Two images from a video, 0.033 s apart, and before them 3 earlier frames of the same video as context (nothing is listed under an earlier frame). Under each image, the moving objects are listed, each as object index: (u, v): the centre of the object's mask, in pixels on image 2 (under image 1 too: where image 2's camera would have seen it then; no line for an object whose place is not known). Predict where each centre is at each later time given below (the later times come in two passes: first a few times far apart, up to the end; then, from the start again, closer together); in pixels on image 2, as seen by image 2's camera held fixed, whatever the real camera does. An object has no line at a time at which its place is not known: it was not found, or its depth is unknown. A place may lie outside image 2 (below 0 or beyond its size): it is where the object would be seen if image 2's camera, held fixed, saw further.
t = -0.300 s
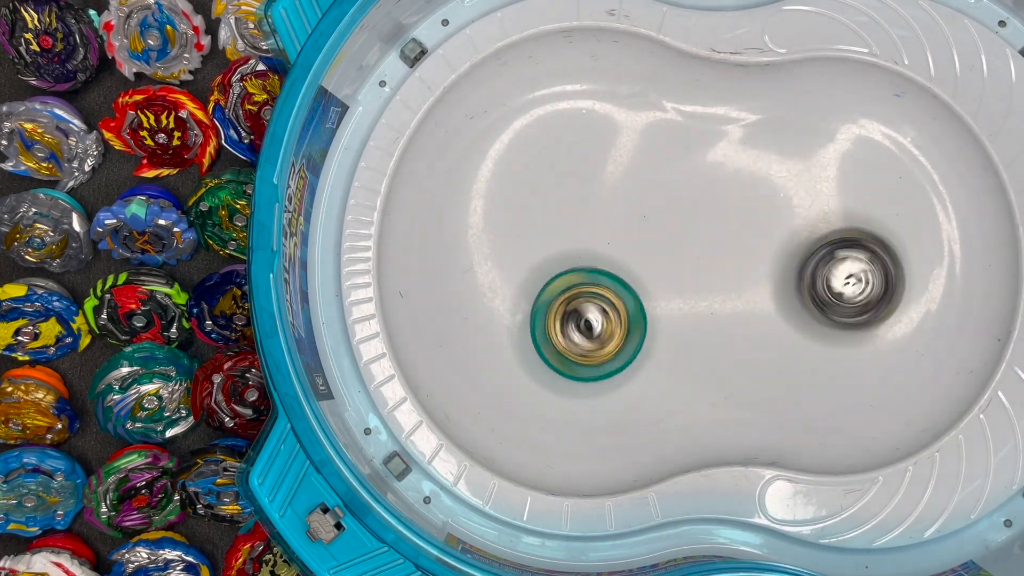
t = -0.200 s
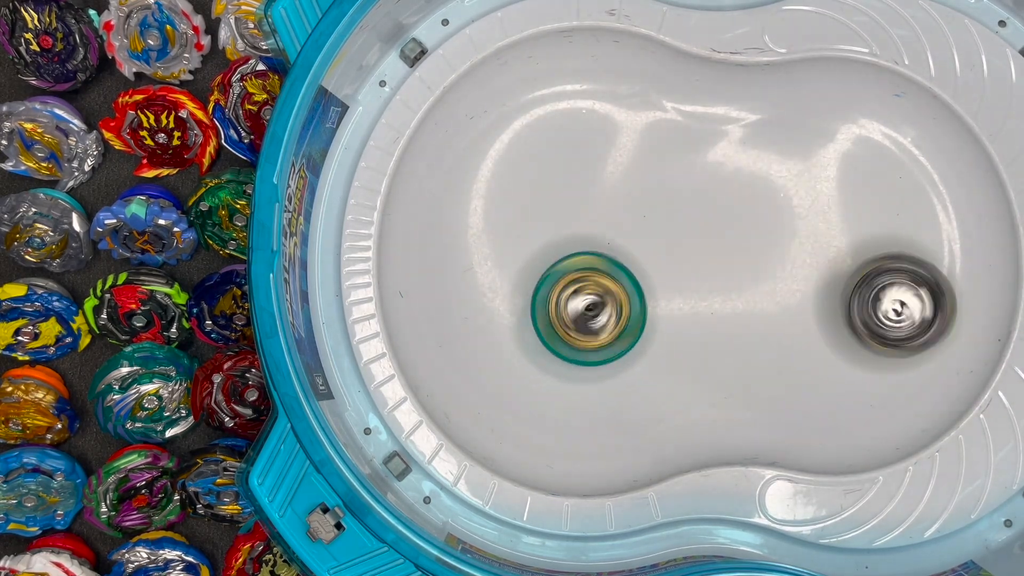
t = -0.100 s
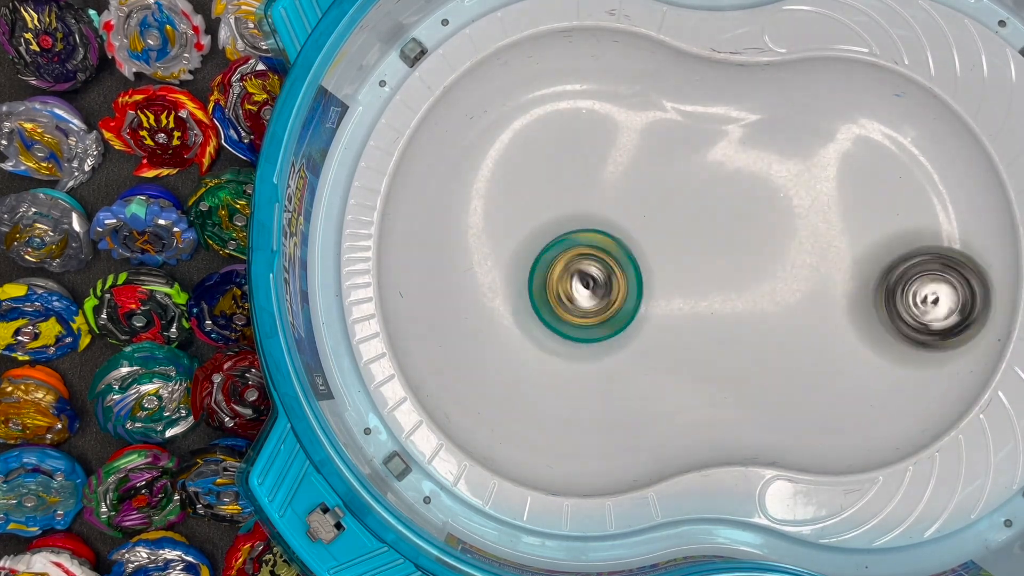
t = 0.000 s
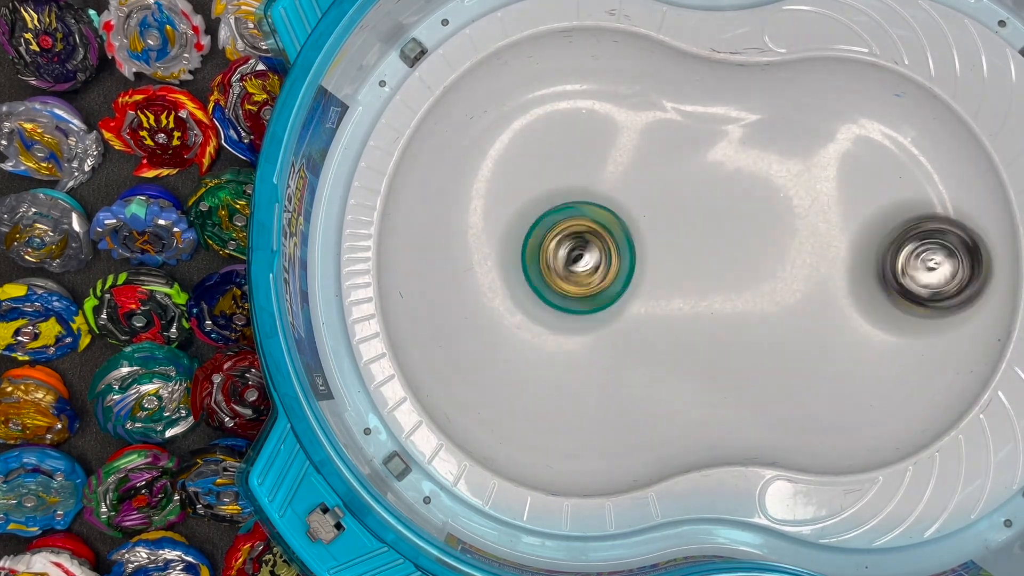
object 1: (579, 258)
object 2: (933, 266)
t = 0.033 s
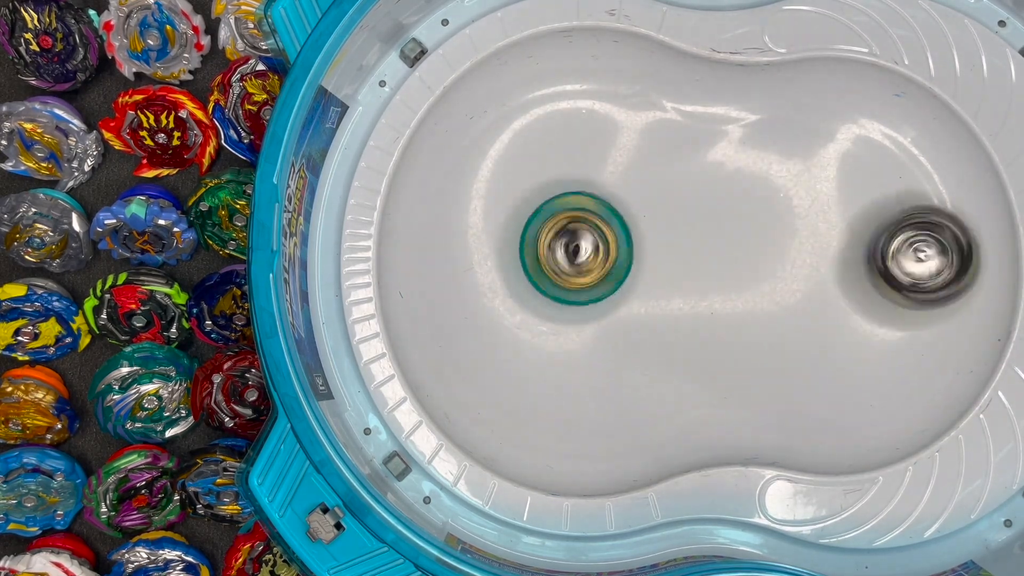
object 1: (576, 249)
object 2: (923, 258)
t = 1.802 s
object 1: (619, 252)
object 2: (732, 218)
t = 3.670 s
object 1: (572, 315)
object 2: (613, 193)
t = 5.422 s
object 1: (749, 274)
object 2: (586, 323)
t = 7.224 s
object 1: (786, 271)
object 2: (566, 268)
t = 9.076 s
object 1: (845, 168)
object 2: (659, 276)
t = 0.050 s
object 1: (576, 245)
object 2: (915, 254)
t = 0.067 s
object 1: (575, 241)
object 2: (908, 252)
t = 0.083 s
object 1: (575, 237)
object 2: (901, 249)
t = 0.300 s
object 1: (567, 197)
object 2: (780, 261)
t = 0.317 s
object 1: (567, 196)
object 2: (772, 262)
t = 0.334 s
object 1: (566, 194)
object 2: (761, 261)
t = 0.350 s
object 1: (567, 194)
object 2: (752, 261)
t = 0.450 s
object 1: (570, 191)
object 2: (692, 252)
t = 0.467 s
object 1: (571, 191)
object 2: (682, 249)
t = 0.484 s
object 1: (571, 191)
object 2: (672, 246)
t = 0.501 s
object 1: (571, 188)
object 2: (665, 246)
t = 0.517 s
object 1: (568, 184)
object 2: (661, 248)
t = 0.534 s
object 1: (566, 180)
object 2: (658, 250)
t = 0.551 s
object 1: (562, 177)
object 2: (655, 253)
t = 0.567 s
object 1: (560, 176)
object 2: (650, 254)
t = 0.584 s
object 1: (557, 175)
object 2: (646, 255)
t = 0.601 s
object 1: (555, 174)
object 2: (641, 254)
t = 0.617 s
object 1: (552, 174)
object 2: (637, 254)
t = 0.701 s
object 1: (542, 172)
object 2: (618, 252)
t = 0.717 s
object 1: (540, 172)
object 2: (614, 252)
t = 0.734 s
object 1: (537, 169)
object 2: (614, 255)
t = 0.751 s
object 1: (534, 167)
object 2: (614, 258)
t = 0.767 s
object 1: (532, 165)
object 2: (611, 260)
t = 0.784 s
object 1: (529, 166)
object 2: (611, 261)
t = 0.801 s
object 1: (526, 165)
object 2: (609, 264)
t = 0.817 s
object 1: (525, 168)
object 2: (609, 264)
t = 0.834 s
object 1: (522, 168)
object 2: (607, 266)
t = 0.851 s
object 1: (523, 170)
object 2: (607, 267)
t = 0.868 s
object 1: (521, 173)
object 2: (604, 268)
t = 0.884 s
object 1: (522, 174)
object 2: (605, 269)
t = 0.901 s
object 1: (522, 177)
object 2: (602, 270)
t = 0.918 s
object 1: (522, 178)
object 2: (601, 270)
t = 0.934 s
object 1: (524, 181)
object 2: (598, 270)
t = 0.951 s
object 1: (524, 183)
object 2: (597, 270)
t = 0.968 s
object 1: (527, 185)
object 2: (595, 270)
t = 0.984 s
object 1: (527, 178)
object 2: (597, 280)
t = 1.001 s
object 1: (526, 174)
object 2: (602, 290)
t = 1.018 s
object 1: (528, 170)
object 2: (602, 299)
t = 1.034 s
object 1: (529, 171)
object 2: (605, 305)
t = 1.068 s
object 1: (531, 170)
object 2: (611, 314)
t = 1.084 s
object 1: (530, 170)
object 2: (613, 318)
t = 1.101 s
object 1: (533, 169)
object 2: (618, 321)
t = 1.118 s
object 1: (534, 171)
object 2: (622, 325)
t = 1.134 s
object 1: (536, 170)
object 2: (627, 326)
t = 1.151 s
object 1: (539, 172)
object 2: (632, 330)
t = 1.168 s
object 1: (540, 172)
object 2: (636, 330)
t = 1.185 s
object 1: (545, 172)
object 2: (642, 333)
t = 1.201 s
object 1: (548, 175)
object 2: (647, 333)
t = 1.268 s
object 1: (567, 180)
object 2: (667, 334)
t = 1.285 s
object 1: (570, 183)
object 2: (674, 332)
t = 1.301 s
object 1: (576, 183)
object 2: (678, 332)
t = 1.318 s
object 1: (582, 187)
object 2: (683, 328)
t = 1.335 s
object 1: (586, 188)
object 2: (687, 327)
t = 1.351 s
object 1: (593, 190)
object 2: (692, 323)
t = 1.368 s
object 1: (596, 191)
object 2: (695, 321)
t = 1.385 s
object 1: (602, 191)
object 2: (699, 316)
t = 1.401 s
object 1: (606, 193)
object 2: (702, 313)
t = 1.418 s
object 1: (609, 193)
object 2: (704, 307)
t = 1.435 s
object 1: (615, 195)
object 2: (707, 302)
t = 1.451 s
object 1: (616, 197)
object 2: (707, 296)
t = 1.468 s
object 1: (620, 199)
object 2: (709, 291)
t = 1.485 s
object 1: (623, 204)
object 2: (708, 285)
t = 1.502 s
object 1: (626, 207)
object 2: (710, 279)
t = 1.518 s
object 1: (627, 207)
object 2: (712, 278)
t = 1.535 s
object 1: (625, 207)
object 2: (716, 275)
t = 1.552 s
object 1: (626, 208)
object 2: (719, 274)
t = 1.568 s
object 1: (624, 211)
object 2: (722, 268)
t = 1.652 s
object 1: (620, 223)
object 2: (732, 249)
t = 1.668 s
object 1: (620, 225)
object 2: (732, 246)
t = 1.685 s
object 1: (620, 229)
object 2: (734, 241)
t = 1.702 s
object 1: (618, 232)
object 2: (733, 238)
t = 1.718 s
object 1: (620, 235)
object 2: (735, 233)
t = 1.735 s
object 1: (619, 239)
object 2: (735, 231)
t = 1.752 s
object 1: (619, 241)
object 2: (734, 226)
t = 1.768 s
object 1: (620, 246)
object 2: (734, 224)
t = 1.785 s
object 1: (618, 249)
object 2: (732, 220)
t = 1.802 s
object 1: (619, 252)
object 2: (732, 218)
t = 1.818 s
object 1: (618, 256)
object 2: (729, 215)
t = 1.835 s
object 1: (617, 258)
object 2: (729, 214)
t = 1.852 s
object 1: (618, 262)
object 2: (726, 212)
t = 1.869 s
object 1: (616, 265)
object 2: (725, 209)
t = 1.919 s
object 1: (615, 272)
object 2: (718, 207)
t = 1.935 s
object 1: (616, 276)
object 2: (715, 206)
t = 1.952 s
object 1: (614, 278)
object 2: (713, 206)
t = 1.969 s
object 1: (614, 278)
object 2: (709, 205)
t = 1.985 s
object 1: (613, 282)
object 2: (708, 205)
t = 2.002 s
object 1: (612, 282)
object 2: (703, 206)
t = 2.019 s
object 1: (612, 284)
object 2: (702, 206)
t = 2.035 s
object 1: (609, 285)
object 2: (698, 208)
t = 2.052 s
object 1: (610, 285)
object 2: (695, 207)
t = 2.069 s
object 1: (609, 287)
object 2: (693, 210)
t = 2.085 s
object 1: (606, 287)
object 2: (691, 209)
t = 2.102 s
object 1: (601, 290)
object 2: (695, 210)
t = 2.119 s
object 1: (595, 292)
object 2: (694, 210)
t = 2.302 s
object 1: (554, 308)
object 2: (699, 226)
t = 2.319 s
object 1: (552, 310)
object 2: (701, 228)
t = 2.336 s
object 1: (549, 310)
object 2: (702, 232)
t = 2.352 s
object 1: (548, 309)
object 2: (703, 234)
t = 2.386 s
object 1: (544, 309)
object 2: (705, 243)
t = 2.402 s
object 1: (544, 309)
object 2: (709, 245)
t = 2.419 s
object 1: (542, 308)
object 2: (709, 250)
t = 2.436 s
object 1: (542, 306)
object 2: (711, 252)
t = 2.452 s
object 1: (542, 306)
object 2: (714, 258)
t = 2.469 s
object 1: (541, 304)
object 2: (715, 260)
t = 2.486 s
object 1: (543, 302)
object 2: (719, 265)
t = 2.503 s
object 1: (542, 301)
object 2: (720, 269)
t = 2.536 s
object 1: (545, 295)
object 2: (725, 277)
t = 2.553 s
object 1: (544, 292)
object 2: (727, 278)
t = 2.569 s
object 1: (546, 288)
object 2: (731, 283)
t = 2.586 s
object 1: (548, 285)
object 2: (732, 284)
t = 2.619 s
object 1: (552, 276)
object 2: (737, 290)
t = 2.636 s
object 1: (553, 273)
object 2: (742, 292)
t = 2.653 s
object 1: (555, 267)
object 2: (743, 295)
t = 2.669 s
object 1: (558, 263)
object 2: (747, 295)
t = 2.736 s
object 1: (569, 241)
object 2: (757, 301)
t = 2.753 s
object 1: (573, 237)
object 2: (761, 301)
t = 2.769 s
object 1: (575, 233)
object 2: (763, 303)
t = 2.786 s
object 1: (578, 227)
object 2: (765, 301)
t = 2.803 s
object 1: (582, 222)
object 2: (768, 302)
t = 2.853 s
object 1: (591, 207)
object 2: (773, 300)
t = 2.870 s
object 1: (593, 200)
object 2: (776, 298)
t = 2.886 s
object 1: (597, 195)
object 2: (777, 298)
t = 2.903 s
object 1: (598, 190)
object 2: (778, 294)
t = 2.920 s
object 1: (601, 182)
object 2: (780, 293)
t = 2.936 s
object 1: (604, 177)
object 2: (780, 290)
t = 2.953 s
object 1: (604, 171)
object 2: (782, 287)
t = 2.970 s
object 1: (607, 164)
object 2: (781, 285)
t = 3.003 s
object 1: (609, 154)
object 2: (783, 279)
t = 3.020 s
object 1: (611, 149)
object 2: (782, 275)
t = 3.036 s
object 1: (610, 146)
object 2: (783, 271)
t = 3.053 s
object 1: (610, 142)
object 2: (781, 267)
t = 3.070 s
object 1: (611, 140)
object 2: (782, 262)
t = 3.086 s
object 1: (609, 138)
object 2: (780, 260)
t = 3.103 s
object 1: (609, 137)
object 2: (779, 254)
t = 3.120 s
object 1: (608, 137)
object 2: (778, 251)
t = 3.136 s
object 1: (606, 136)
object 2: (775, 246)
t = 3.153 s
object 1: (606, 137)
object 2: (775, 241)
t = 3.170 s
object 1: (603, 138)
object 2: (772, 238)
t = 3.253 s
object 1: (596, 150)
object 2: (757, 216)
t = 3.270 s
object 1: (593, 153)
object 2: (755, 212)
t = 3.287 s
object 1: (593, 156)
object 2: (750, 210)
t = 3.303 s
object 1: (590, 163)
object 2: (745, 205)
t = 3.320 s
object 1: (588, 167)
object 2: (741, 203)
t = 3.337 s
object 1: (587, 173)
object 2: (735, 200)
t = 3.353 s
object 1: (584, 179)
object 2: (732, 197)
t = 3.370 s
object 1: (583, 184)
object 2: (725, 196)
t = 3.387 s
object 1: (582, 191)
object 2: (720, 192)
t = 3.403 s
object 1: (579, 198)
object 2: (715, 192)
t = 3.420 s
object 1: (580, 204)
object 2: (707, 190)
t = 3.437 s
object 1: (578, 213)
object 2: (703, 189)
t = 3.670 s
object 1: (572, 315)
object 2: (613, 193)
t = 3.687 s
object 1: (573, 320)
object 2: (607, 196)
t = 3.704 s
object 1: (575, 326)
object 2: (600, 197)
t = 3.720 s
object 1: (574, 332)
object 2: (597, 198)
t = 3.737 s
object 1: (576, 335)
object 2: (590, 201)
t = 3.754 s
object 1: (578, 341)
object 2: (586, 202)
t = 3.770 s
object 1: (578, 345)
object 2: (581, 206)
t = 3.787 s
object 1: (581, 347)
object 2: (576, 209)
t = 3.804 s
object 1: (582, 351)
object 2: (573, 214)
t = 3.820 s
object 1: (583, 351)
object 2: (567, 219)
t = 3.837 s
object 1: (586, 353)
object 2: (563, 222)
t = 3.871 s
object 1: (588, 353)
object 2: (556, 231)
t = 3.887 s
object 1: (590, 354)
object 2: (554, 237)
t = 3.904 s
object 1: (590, 353)
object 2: (550, 242)
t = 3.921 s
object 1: (592, 351)
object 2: (548, 245)
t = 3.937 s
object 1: (594, 350)
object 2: (545, 251)
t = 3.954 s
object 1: (594, 350)
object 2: (542, 252)
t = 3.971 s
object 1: (595, 351)
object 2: (541, 252)
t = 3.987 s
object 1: (595, 352)
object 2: (536, 250)
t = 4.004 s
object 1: (596, 349)
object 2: (535, 247)
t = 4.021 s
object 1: (599, 348)
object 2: (532, 248)
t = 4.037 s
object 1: (600, 345)
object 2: (528, 247)
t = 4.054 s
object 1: (602, 342)
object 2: (527, 247)
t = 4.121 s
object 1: (606, 329)
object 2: (520, 246)
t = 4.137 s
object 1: (607, 325)
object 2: (520, 247)
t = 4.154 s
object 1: (608, 321)
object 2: (519, 247)
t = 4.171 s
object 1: (608, 316)
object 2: (520, 246)
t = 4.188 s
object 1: (611, 315)
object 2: (519, 244)
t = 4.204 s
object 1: (612, 313)
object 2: (517, 240)
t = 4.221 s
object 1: (615, 310)
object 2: (518, 238)
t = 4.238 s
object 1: (616, 307)
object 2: (517, 237)
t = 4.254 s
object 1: (618, 302)
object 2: (519, 234)
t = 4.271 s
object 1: (621, 300)
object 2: (520, 233)
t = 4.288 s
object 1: (621, 297)
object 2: (520, 230)
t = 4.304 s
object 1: (622, 292)
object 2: (523, 228)
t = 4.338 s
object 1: (624, 286)
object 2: (527, 223)
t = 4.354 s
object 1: (624, 280)
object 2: (530, 222)
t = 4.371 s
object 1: (626, 278)
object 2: (532, 219)
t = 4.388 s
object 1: (628, 278)
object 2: (535, 213)
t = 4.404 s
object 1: (632, 277)
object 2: (535, 208)
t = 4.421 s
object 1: (635, 276)
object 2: (535, 200)
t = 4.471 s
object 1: (647, 271)
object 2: (539, 188)
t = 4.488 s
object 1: (648, 269)
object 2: (541, 185)
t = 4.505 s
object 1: (652, 266)
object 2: (541, 182)
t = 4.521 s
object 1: (656, 265)
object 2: (545, 177)
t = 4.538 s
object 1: (658, 263)
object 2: (548, 176)
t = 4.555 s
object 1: (662, 261)
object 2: (549, 172)
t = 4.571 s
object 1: (665, 261)
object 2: (554, 169)
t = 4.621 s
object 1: (674, 257)
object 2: (563, 164)
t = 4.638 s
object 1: (676, 254)
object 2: (566, 163)
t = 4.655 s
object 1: (680, 253)
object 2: (571, 161)
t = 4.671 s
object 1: (682, 253)
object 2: (574, 161)
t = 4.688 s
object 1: (683, 251)
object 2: (578, 160)
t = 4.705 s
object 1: (687, 250)
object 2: (584, 159)
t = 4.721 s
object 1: (688, 250)
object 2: (587, 161)
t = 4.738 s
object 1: (690, 248)
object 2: (591, 160)
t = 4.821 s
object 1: (700, 246)
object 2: (608, 165)
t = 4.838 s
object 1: (701, 245)
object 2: (614, 165)
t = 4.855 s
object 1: (704, 245)
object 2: (616, 167)
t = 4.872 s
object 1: (704, 246)
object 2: (618, 167)
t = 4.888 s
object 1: (706, 244)
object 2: (622, 170)
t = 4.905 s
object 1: (709, 247)
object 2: (622, 170)
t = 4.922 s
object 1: (710, 248)
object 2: (623, 172)
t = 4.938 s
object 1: (711, 248)
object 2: (624, 177)
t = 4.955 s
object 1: (715, 249)
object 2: (621, 181)
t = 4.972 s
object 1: (716, 251)
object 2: (620, 184)
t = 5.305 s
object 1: (747, 273)
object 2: (597, 305)
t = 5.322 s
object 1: (747, 274)
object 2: (594, 308)
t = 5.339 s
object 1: (747, 273)
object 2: (595, 312)
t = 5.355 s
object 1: (748, 274)
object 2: (593, 316)
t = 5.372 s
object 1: (748, 274)
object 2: (591, 318)
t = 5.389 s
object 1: (748, 273)
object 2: (591, 320)
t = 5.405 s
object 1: (750, 273)
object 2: (588, 323)
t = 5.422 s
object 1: (749, 274)
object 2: (586, 323)
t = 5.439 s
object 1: (749, 273)
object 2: (585, 325)
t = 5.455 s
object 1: (750, 273)
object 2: (582, 326)
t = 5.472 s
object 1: (749, 273)
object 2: (581, 326)
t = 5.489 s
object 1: (748, 271)
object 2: (580, 328)
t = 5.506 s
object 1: (749, 270)
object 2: (577, 328)
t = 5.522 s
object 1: (748, 270)
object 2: (577, 328)
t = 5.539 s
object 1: (747, 268)
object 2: (575, 329)
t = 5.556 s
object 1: (747, 267)
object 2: (573, 328)
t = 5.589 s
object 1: (744, 264)
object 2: (571, 326)
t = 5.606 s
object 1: (745, 262)
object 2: (569, 324)
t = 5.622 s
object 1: (743, 262)
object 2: (570, 322)
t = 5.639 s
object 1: (741, 259)
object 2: (568, 320)
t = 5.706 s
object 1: (737, 250)
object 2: (566, 306)
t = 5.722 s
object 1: (736, 249)
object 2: (566, 304)
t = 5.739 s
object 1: (733, 246)
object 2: (564, 298)
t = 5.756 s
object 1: (732, 243)
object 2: (566, 293)
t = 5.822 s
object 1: (724, 235)
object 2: (566, 275)
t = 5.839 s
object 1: (721, 232)
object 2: (567, 268)
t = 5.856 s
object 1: (719, 228)
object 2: (569, 264)
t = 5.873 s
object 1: (717, 227)
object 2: (569, 259)
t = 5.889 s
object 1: (712, 225)
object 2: (571, 252)
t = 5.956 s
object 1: (699, 216)
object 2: (579, 231)
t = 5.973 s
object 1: (697, 215)
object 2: (579, 224)
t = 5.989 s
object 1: (694, 214)
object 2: (581, 218)
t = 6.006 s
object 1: (696, 214)
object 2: (577, 212)
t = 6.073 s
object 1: (691, 213)
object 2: (569, 190)
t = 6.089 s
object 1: (691, 214)
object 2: (569, 185)
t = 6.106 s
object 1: (690, 213)
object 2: (566, 182)
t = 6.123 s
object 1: (691, 214)
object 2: (565, 177)
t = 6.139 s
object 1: (690, 216)
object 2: (566, 174)
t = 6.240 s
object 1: (686, 224)
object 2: (562, 160)
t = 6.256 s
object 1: (684, 226)
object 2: (561, 160)
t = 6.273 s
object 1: (684, 227)
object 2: (562, 158)
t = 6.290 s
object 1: (684, 230)
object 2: (563, 159)
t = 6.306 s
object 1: (683, 233)
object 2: (562, 160)
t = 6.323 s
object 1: (682, 234)
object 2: (564, 159)
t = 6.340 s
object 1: (683, 237)
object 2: (565, 162)
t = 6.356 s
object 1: (682, 241)
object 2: (565, 163)
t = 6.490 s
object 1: (678, 259)
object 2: (581, 188)
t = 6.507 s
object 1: (678, 262)
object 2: (582, 192)
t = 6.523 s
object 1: (676, 264)
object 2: (585, 196)
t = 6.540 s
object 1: (677, 266)
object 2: (586, 199)
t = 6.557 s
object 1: (677, 271)
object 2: (585, 199)
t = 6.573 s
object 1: (677, 274)
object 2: (588, 201)
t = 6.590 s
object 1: (677, 276)
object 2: (589, 207)
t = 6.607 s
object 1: (678, 278)
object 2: (588, 211)
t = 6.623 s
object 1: (679, 280)
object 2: (589, 215)
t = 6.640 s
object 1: (680, 283)
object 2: (588, 219)
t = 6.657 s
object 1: (680, 286)
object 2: (588, 222)
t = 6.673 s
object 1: (684, 291)
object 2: (587, 223)
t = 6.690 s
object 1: (686, 297)
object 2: (584, 224)
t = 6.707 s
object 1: (690, 300)
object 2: (581, 224)
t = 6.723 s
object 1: (694, 304)
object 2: (581, 226)
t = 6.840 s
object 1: (725, 324)
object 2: (561, 242)
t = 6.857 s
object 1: (728, 325)
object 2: (557, 244)
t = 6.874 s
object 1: (732, 325)
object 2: (556, 246)
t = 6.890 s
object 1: (737, 326)
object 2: (555, 249)
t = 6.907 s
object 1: (740, 327)
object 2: (553, 251)
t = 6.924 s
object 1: (744, 326)
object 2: (552, 253)
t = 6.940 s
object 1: (749, 326)
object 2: (551, 255)
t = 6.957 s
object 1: (751, 327)
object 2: (550, 256)
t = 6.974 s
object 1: (754, 324)
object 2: (551, 257)
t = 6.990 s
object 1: (758, 322)
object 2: (550, 261)
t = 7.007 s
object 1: (761, 322)
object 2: (549, 262)
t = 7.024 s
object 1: (763, 320)
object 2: (550, 262)
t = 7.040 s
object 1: (766, 316)
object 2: (550, 264)
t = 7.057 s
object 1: (769, 313)
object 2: (551, 264)
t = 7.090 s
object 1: (772, 306)
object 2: (553, 266)
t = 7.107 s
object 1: (776, 303)
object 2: (553, 266)
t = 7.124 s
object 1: (777, 300)
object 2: (554, 266)
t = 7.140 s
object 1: (778, 295)
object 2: (556, 267)
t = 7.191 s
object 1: (783, 282)
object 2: (561, 269)
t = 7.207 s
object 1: (784, 275)
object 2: (562, 269)
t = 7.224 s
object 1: (786, 271)
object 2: (566, 268)
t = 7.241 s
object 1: (786, 267)
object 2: (568, 269)
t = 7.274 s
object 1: (788, 255)
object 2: (573, 268)
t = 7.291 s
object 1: (789, 251)
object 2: (577, 269)
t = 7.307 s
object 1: (788, 246)
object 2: (578, 268)
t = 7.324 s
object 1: (789, 239)
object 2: (582, 266)
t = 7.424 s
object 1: (790, 213)
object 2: (599, 257)
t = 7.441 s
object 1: (790, 208)
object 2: (604, 256)
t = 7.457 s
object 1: (791, 205)
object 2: (605, 255)
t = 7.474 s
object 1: (789, 203)
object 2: (608, 252)
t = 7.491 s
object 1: (788, 199)
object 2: (612, 251)
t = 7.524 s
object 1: (788, 195)
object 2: (616, 247)
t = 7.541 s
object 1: (786, 193)
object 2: (621, 246)
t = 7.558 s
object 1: (786, 191)
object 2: (622, 245)
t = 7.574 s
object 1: (786, 191)
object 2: (624, 243)
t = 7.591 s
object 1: (784, 191)
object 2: (628, 242)
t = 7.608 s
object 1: (783, 190)
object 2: (630, 242)
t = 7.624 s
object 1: (783, 190)
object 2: (631, 240)
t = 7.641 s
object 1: (781, 191)
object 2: (635, 239)
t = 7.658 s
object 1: (779, 191)
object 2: (636, 239)
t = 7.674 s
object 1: (779, 191)
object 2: (638, 237)
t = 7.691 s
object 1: (779, 193)
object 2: (641, 237)
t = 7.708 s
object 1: (776, 194)
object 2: (642, 238)
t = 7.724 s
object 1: (776, 195)
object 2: (643, 237)
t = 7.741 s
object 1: (776, 198)
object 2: (646, 236)
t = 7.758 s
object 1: (774, 201)
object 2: (647, 237)
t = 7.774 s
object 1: (772, 203)
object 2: (647, 236)
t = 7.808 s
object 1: (771, 209)
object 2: (650, 237)
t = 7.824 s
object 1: (769, 212)
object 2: (650, 236)
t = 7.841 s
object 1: (767, 215)
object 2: (651, 236)
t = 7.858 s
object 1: (768, 218)
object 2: (652, 237)
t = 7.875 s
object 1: (766, 223)
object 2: (651, 237)
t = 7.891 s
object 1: (772, 228)
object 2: (645, 235)
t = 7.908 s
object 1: (776, 233)
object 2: (640, 236)
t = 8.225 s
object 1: (826, 319)
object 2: (555, 224)
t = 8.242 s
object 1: (827, 324)
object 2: (551, 224)
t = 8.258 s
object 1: (828, 326)
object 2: (548, 222)
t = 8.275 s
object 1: (831, 328)
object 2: (545, 222)
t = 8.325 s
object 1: (835, 333)
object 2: (540, 223)
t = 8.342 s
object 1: (837, 334)
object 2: (536, 223)
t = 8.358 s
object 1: (839, 335)
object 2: (536, 222)
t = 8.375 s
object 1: (839, 335)
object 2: (536, 223)
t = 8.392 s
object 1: (841, 333)
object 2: (535, 224)
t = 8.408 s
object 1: (843, 333)
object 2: (534, 224)
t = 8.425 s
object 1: (844, 333)
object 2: (535, 225)
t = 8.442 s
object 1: (844, 332)
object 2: (535, 227)
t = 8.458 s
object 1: (845, 329)
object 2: (535, 226)
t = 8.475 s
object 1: (847, 328)
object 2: (537, 226)
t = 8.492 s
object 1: (846, 326)
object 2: (538, 227)
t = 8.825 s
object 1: (850, 221)
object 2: (611, 247)
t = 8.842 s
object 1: (852, 216)
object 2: (613, 247)
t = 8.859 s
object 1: (852, 212)
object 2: (618, 248)
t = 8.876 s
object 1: (851, 206)
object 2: (622, 251)
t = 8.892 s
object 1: (851, 200)
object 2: (624, 252)
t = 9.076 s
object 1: (845, 168)
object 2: (659, 276)
